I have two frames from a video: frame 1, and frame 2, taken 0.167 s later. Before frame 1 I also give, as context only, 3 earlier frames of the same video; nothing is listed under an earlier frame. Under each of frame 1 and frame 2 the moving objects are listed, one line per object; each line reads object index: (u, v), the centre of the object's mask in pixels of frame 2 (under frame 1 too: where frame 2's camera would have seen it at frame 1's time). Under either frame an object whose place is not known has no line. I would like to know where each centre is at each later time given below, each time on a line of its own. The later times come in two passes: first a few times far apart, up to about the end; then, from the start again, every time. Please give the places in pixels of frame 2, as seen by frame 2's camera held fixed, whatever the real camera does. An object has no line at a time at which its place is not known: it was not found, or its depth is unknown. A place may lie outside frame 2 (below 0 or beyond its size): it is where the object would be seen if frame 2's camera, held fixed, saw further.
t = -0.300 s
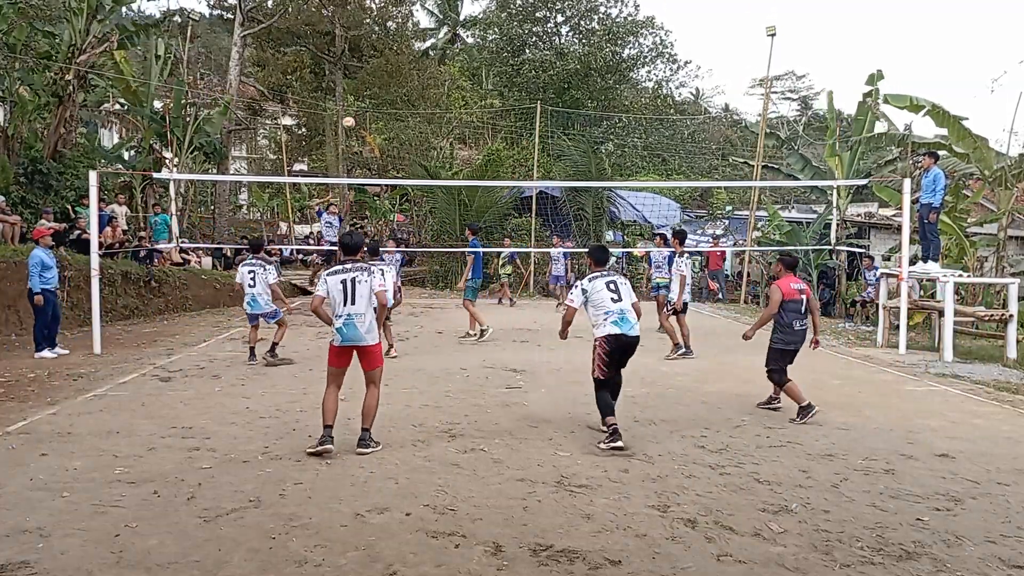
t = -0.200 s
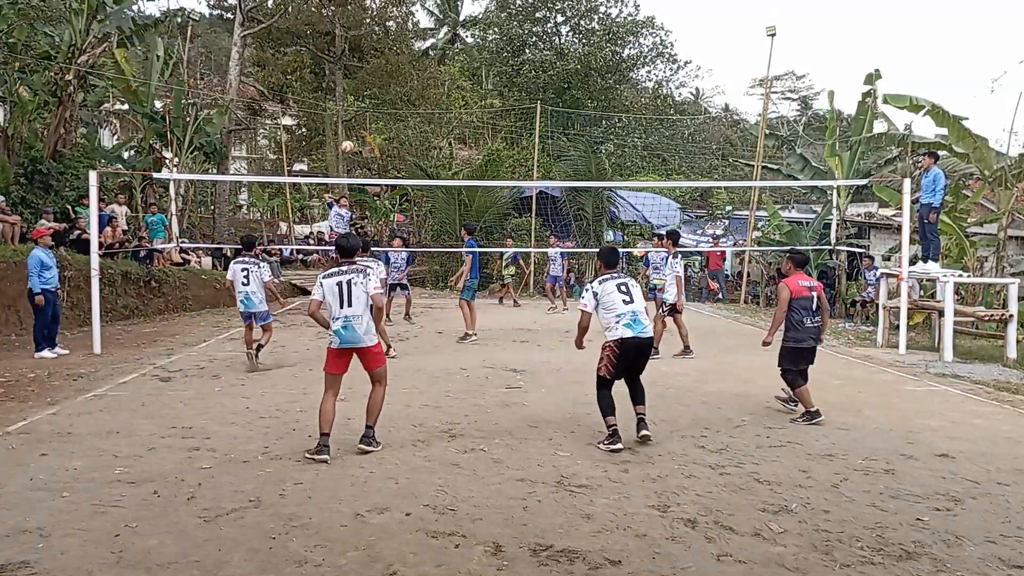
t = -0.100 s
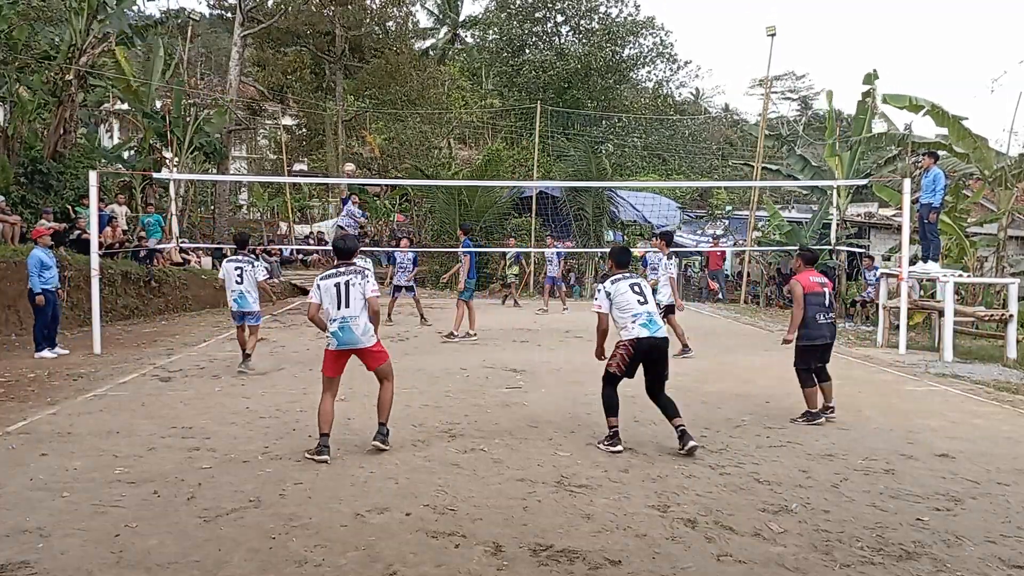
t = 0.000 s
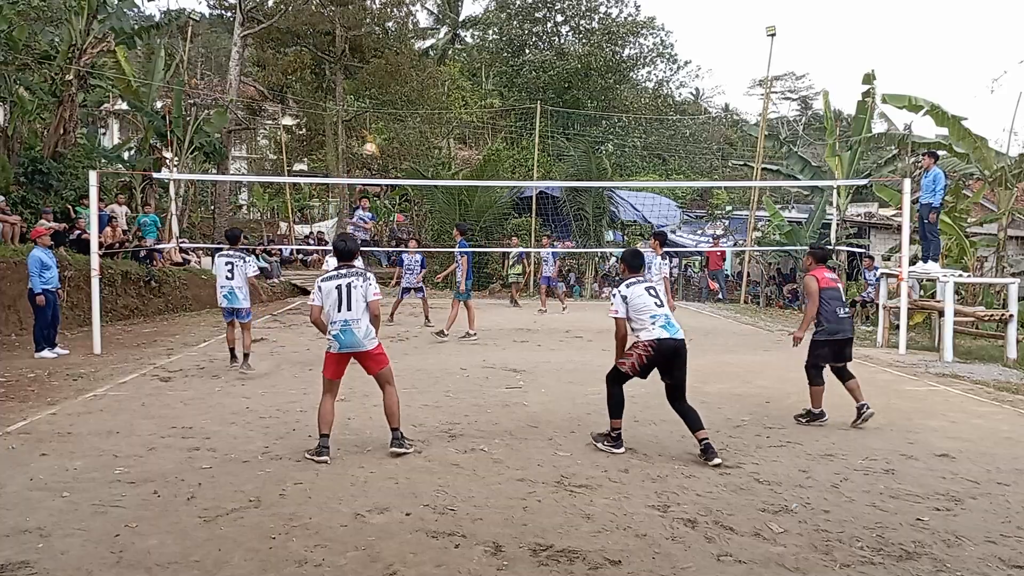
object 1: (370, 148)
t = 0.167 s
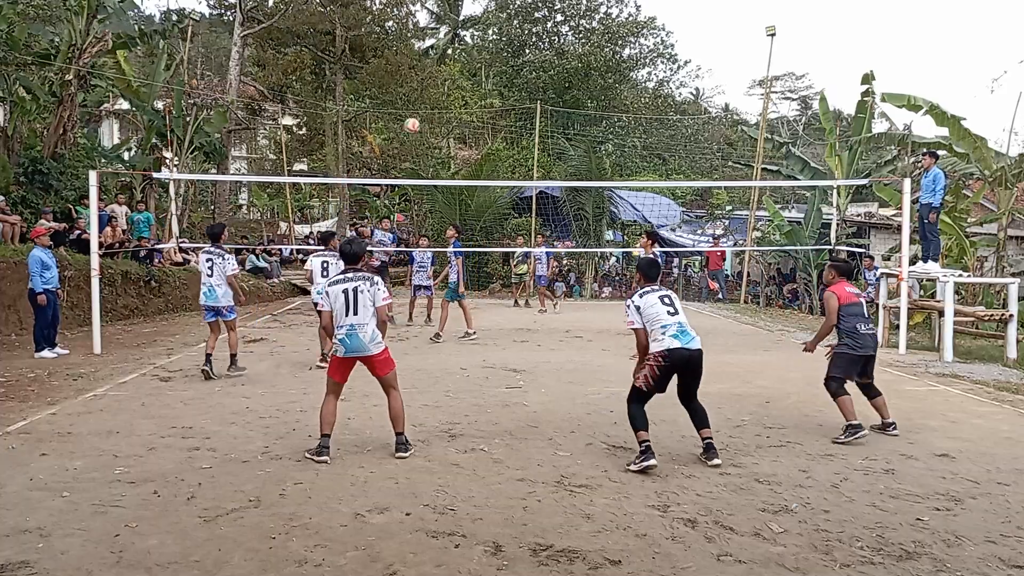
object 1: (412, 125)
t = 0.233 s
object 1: (432, 121)
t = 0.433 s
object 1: (514, 132)
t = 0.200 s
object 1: (422, 123)
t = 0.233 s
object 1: (432, 121)
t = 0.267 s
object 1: (443, 120)
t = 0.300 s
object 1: (456, 120)
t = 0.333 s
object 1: (469, 120)
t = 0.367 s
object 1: (483, 123)
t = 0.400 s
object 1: (498, 127)
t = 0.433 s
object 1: (514, 132)
